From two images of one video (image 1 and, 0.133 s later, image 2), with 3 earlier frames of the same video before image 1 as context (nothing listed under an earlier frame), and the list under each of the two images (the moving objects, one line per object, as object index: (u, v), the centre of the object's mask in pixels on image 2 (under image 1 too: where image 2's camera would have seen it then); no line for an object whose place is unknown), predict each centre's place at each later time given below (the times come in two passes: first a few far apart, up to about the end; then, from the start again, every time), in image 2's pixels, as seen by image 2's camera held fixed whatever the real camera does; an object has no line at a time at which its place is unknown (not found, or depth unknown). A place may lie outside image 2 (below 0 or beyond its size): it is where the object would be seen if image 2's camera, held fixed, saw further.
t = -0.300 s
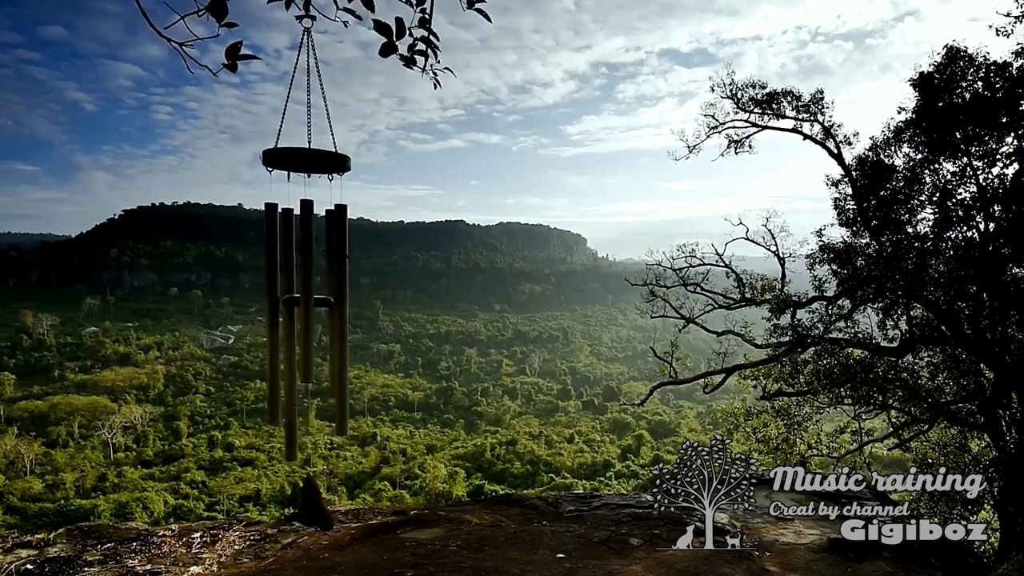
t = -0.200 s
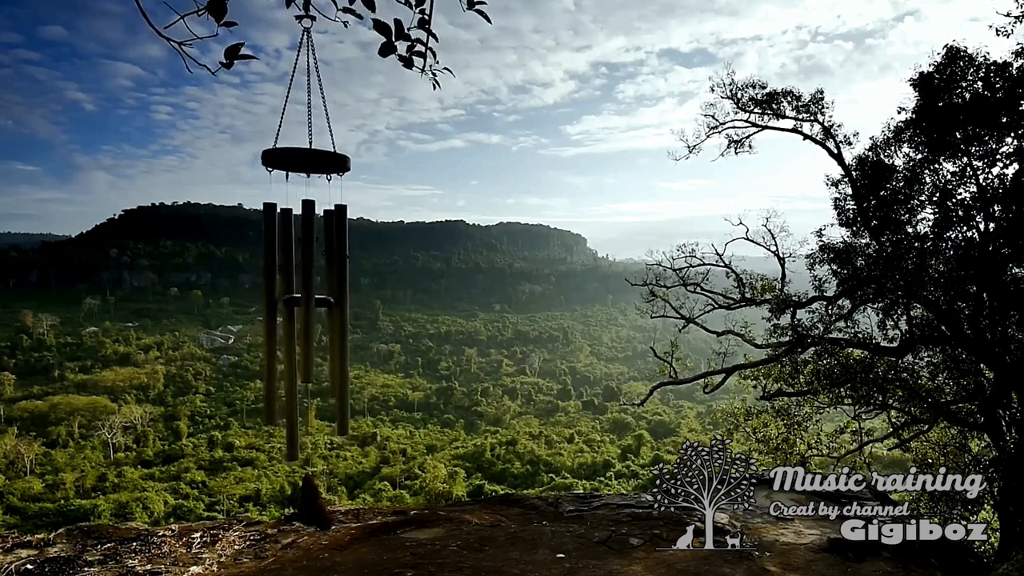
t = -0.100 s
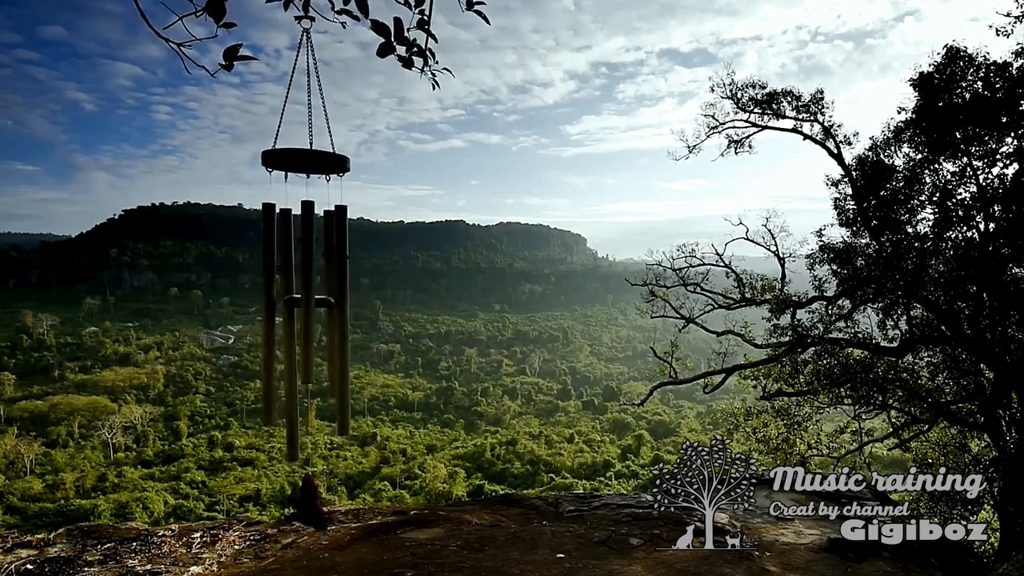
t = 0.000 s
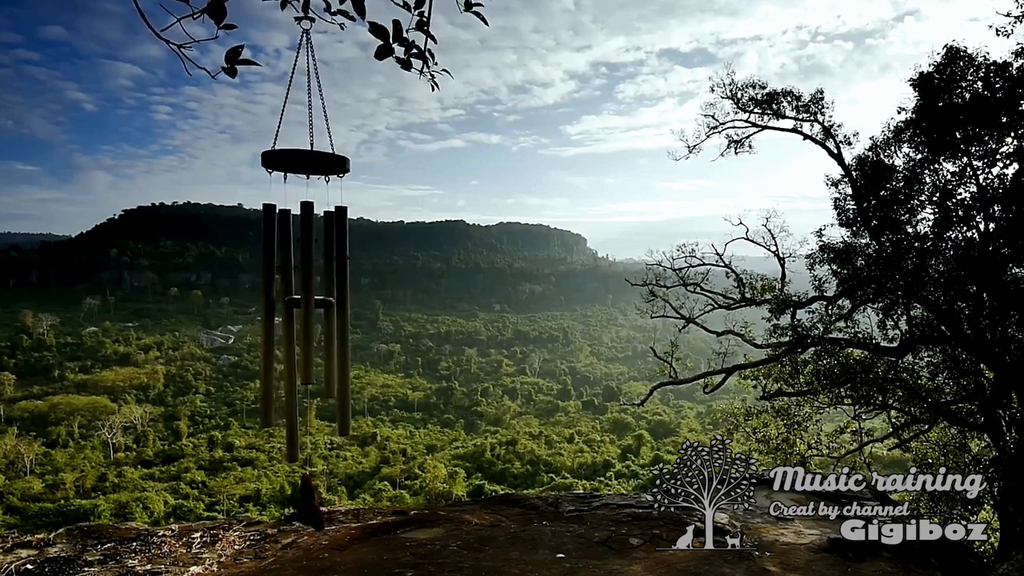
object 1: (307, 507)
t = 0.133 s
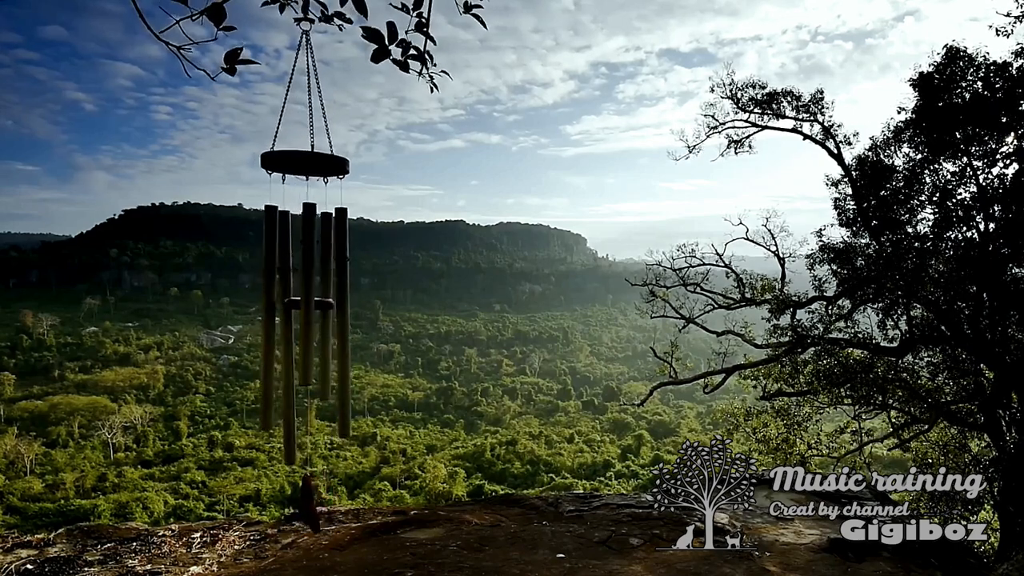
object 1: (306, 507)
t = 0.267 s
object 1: (309, 505)
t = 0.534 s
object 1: (308, 508)
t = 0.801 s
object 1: (307, 518)
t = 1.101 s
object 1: (306, 516)
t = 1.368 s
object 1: (309, 511)
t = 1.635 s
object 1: (310, 508)
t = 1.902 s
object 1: (309, 508)
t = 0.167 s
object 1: (306, 507)
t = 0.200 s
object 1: (308, 505)
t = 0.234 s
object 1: (308, 505)
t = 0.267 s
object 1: (309, 505)
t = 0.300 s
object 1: (309, 506)
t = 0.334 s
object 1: (309, 506)
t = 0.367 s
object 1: (309, 507)
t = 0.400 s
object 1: (309, 506)
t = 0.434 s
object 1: (309, 507)
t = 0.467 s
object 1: (309, 508)
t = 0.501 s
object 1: (309, 508)
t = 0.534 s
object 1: (308, 508)
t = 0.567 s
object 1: (309, 513)
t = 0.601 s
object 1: (309, 514)
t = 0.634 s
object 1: (308, 514)
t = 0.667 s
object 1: (308, 515)
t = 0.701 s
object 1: (308, 516)
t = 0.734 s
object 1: (307, 516)
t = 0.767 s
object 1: (307, 517)
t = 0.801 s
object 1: (307, 518)
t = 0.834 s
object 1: (306, 518)
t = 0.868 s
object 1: (306, 518)
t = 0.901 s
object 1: (306, 518)
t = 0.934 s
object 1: (306, 518)
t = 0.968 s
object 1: (306, 518)
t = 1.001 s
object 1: (306, 518)
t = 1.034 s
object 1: (306, 518)
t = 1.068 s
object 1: (306, 517)
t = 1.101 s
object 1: (306, 516)
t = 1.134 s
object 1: (306, 516)
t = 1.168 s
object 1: (307, 516)
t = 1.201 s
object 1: (308, 515)
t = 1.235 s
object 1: (308, 514)
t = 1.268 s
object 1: (308, 514)
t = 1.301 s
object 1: (309, 513)
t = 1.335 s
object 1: (309, 512)
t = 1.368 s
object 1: (309, 511)
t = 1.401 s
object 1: (310, 510)
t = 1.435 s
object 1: (310, 509)
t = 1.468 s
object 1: (310, 509)
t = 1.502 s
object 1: (310, 509)
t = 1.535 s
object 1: (310, 509)
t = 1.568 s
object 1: (310, 508)
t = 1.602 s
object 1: (310, 508)
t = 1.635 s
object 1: (310, 508)
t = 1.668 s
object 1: (310, 507)
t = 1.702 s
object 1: (309, 507)
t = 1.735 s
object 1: (309, 507)
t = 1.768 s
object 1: (309, 507)
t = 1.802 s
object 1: (309, 508)
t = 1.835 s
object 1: (309, 508)
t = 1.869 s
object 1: (309, 508)
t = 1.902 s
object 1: (309, 508)
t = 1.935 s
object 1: (308, 509)
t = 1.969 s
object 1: (308, 509)
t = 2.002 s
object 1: (308, 509)
